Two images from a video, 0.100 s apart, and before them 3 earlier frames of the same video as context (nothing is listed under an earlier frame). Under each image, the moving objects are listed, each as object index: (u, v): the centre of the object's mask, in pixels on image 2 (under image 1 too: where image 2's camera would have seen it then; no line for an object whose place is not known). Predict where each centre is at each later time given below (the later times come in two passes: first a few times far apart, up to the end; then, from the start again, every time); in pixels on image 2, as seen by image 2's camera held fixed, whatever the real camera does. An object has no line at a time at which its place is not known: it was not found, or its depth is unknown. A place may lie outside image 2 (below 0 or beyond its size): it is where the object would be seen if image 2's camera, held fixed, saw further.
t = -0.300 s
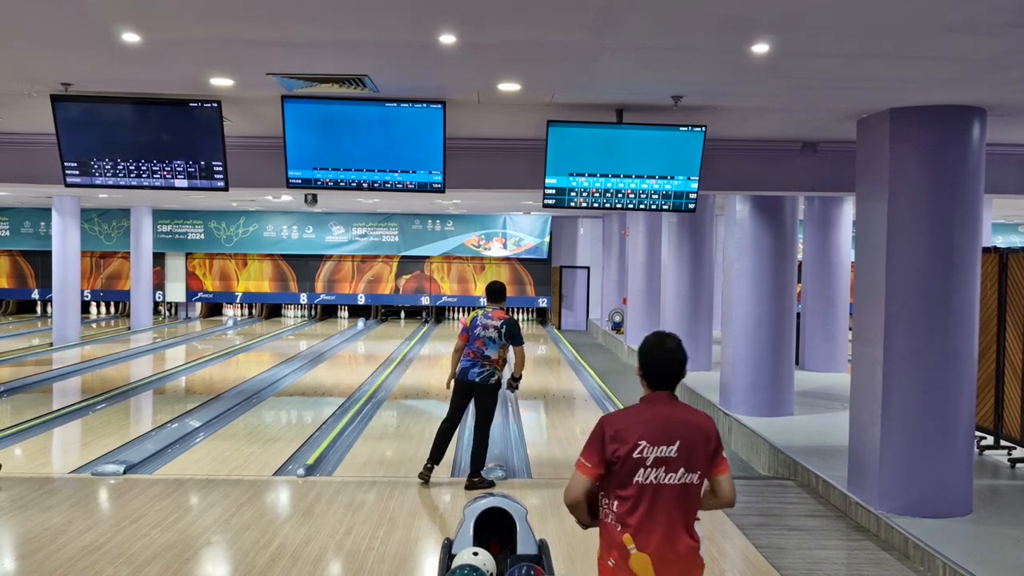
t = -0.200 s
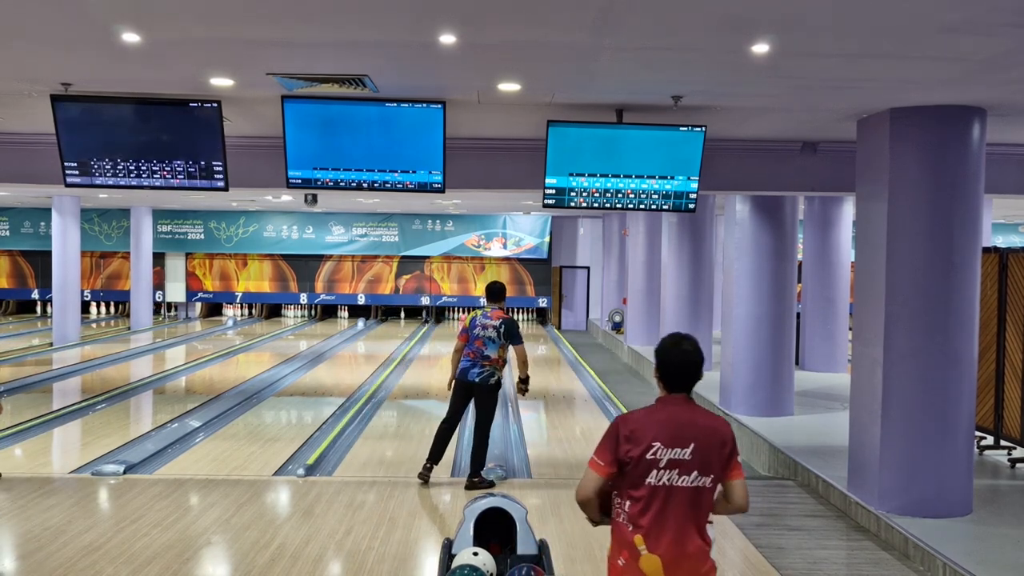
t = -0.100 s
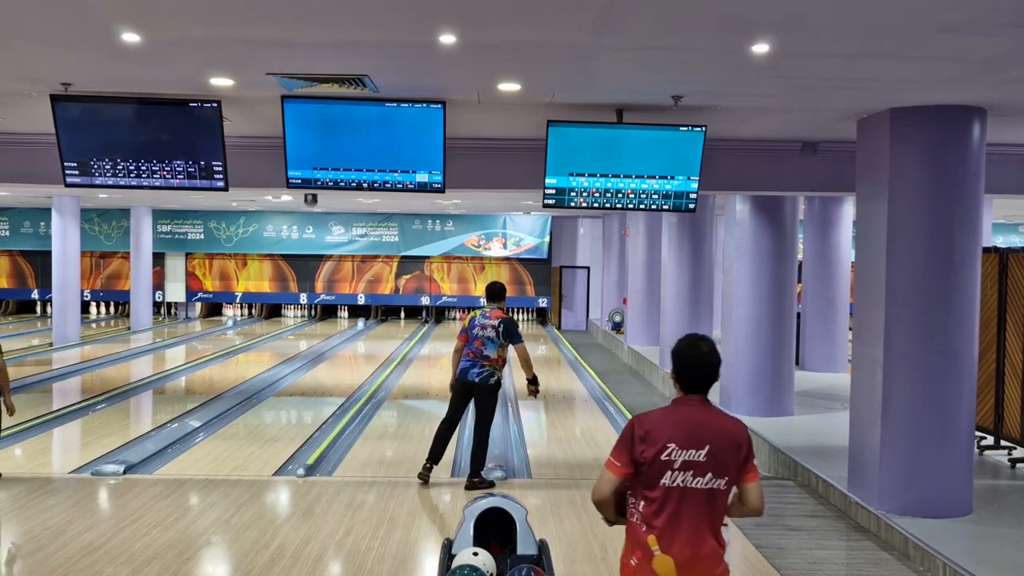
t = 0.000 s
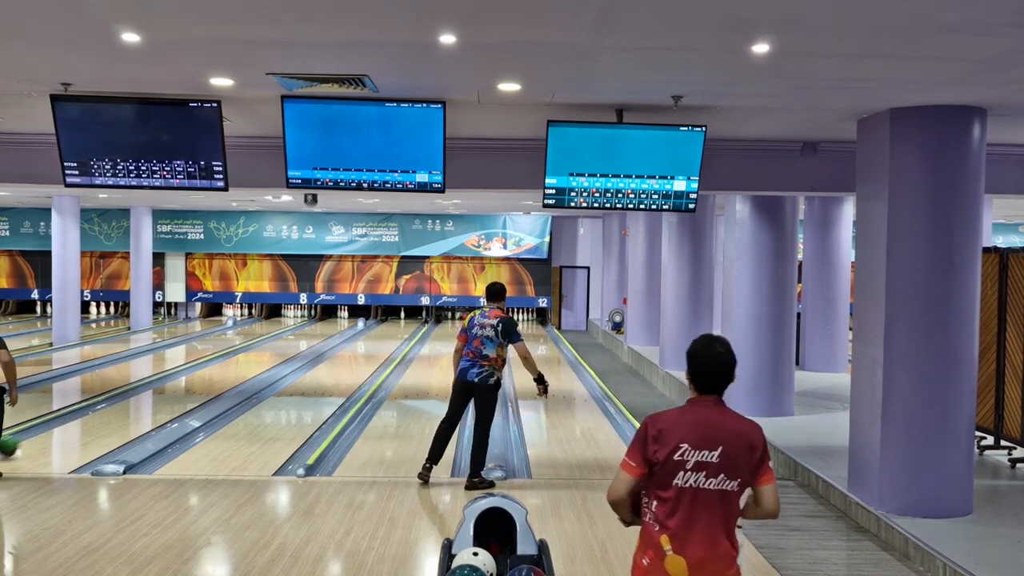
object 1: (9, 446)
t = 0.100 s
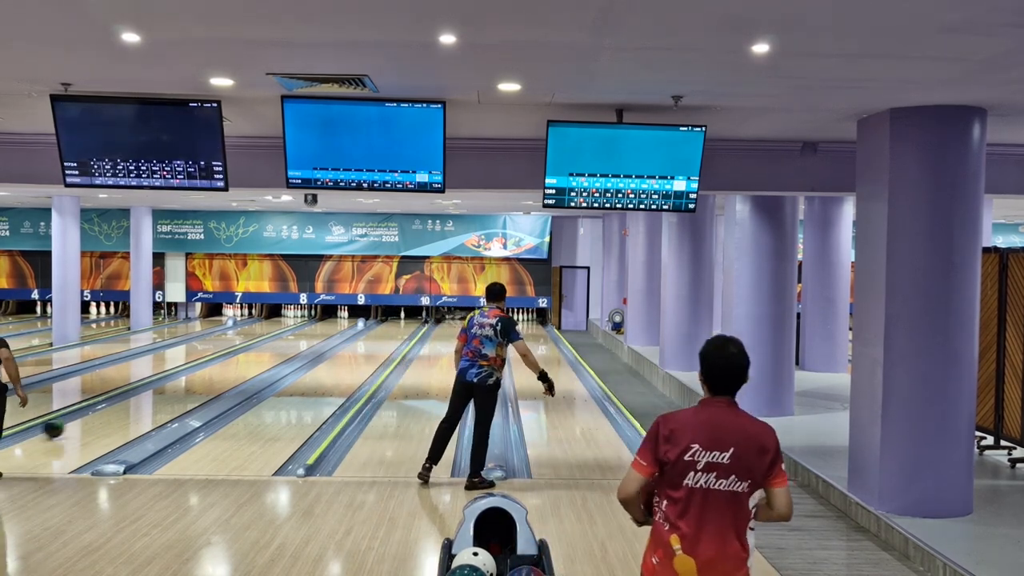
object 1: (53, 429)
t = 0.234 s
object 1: (104, 410)
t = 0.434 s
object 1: (161, 387)
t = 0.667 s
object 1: (209, 367)
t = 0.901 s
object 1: (245, 353)
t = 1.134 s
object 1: (273, 342)
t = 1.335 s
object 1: (292, 335)
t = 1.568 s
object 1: (311, 328)
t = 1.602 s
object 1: (313, 326)
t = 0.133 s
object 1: (67, 424)
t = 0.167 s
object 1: (80, 419)
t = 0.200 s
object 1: (92, 414)
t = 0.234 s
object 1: (104, 410)
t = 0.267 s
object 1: (114, 405)
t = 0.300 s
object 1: (125, 401)
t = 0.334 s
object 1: (135, 397)
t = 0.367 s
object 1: (144, 393)
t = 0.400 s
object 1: (152, 390)
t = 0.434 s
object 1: (161, 387)
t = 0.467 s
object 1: (168, 383)
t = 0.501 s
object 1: (176, 380)
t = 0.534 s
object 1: (183, 378)
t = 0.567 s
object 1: (190, 375)
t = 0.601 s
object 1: (196, 372)
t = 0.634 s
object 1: (203, 369)
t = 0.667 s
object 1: (209, 367)
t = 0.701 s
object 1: (215, 365)
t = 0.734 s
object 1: (220, 363)
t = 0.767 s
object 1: (226, 361)
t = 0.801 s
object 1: (231, 358)
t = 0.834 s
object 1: (234, 355)
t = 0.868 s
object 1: (240, 354)
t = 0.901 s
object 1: (245, 353)
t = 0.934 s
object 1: (249, 350)
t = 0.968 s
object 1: (254, 349)
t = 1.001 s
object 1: (258, 347)
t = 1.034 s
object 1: (261, 346)
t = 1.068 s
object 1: (266, 345)
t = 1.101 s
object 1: (269, 343)
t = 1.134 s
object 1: (273, 342)
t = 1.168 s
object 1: (277, 341)
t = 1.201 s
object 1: (280, 340)
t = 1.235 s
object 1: (283, 339)
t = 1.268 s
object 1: (286, 337)
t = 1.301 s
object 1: (289, 336)
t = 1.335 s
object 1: (292, 335)
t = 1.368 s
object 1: (295, 334)
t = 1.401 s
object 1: (298, 332)
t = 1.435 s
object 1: (300, 331)
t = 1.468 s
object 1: (303, 330)
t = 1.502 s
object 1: (306, 329)
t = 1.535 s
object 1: (308, 328)
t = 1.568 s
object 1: (311, 328)
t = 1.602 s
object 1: (313, 326)
